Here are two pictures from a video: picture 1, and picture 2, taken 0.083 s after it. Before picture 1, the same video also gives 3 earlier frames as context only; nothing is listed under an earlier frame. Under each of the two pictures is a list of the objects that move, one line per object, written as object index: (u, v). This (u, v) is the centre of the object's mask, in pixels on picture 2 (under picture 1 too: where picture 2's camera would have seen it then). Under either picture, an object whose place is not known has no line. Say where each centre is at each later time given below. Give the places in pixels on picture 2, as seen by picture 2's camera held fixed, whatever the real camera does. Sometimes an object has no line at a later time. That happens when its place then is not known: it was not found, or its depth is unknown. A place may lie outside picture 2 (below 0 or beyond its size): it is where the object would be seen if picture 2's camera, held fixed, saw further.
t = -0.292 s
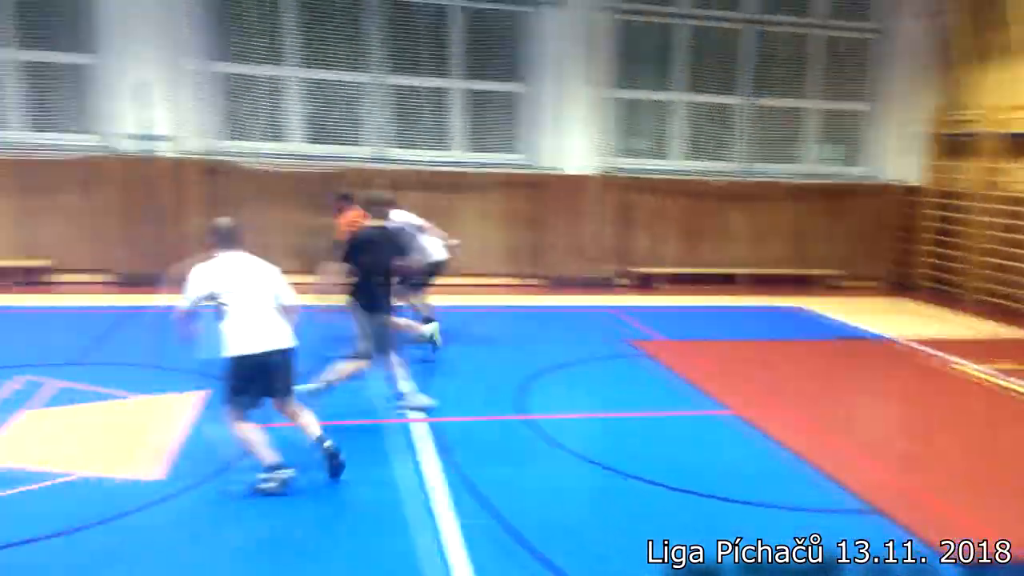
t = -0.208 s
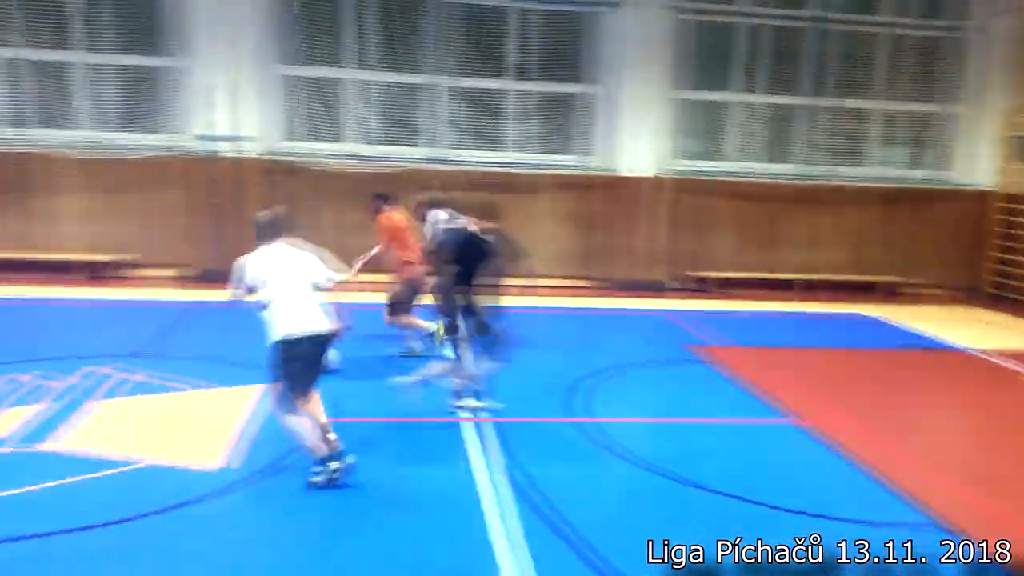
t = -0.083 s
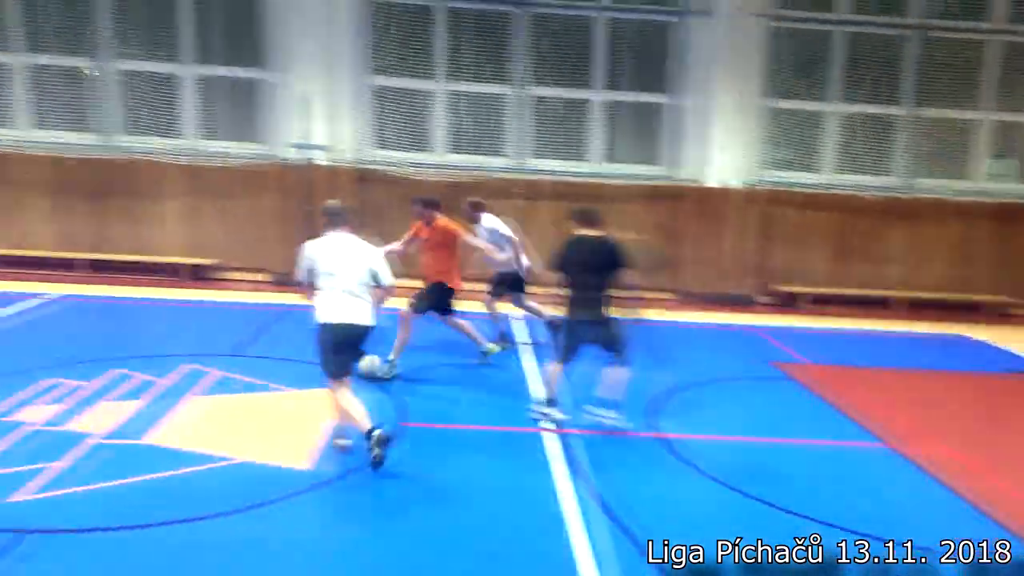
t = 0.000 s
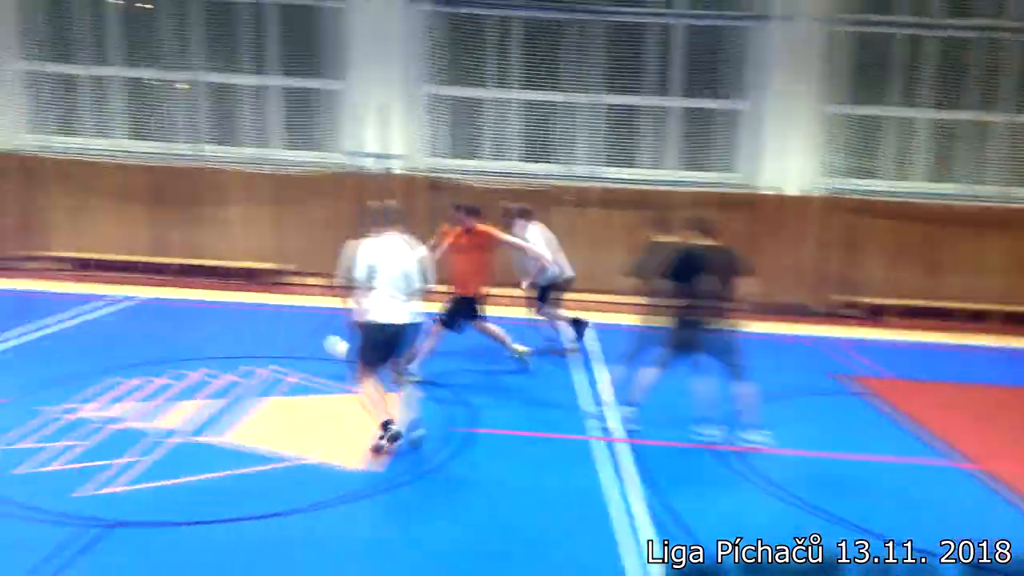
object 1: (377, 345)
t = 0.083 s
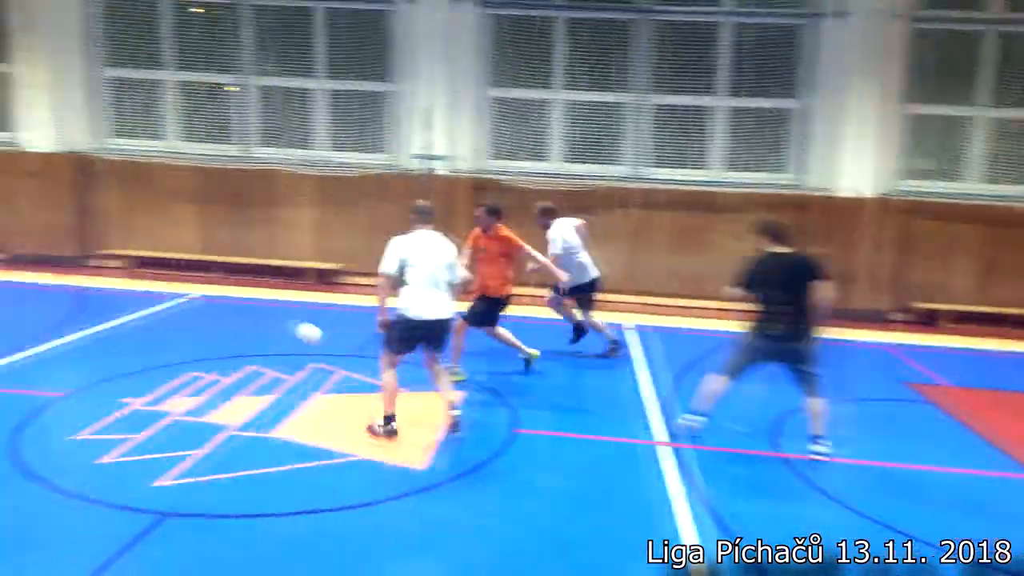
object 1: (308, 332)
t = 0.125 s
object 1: (270, 327)
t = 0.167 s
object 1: (235, 324)
